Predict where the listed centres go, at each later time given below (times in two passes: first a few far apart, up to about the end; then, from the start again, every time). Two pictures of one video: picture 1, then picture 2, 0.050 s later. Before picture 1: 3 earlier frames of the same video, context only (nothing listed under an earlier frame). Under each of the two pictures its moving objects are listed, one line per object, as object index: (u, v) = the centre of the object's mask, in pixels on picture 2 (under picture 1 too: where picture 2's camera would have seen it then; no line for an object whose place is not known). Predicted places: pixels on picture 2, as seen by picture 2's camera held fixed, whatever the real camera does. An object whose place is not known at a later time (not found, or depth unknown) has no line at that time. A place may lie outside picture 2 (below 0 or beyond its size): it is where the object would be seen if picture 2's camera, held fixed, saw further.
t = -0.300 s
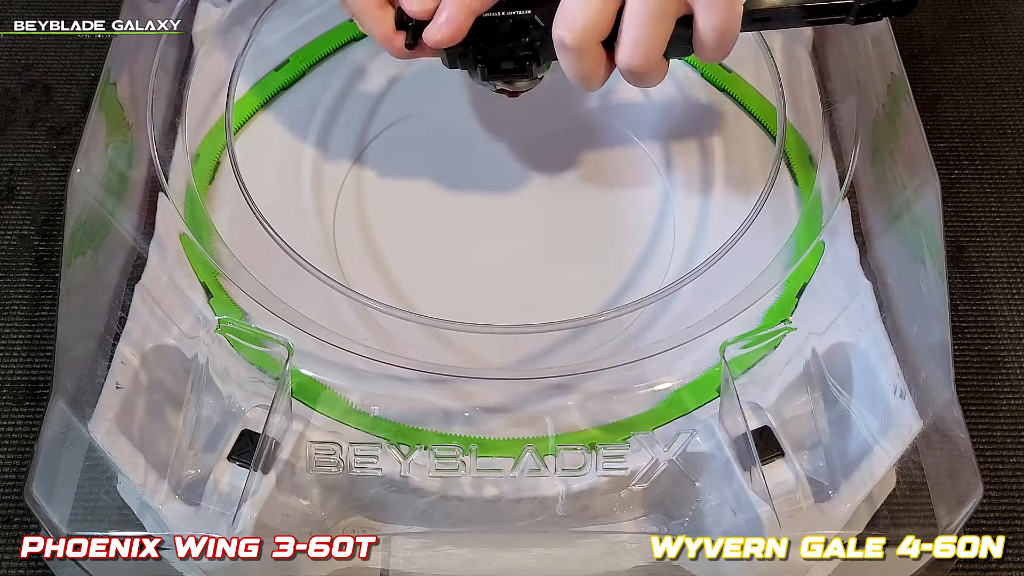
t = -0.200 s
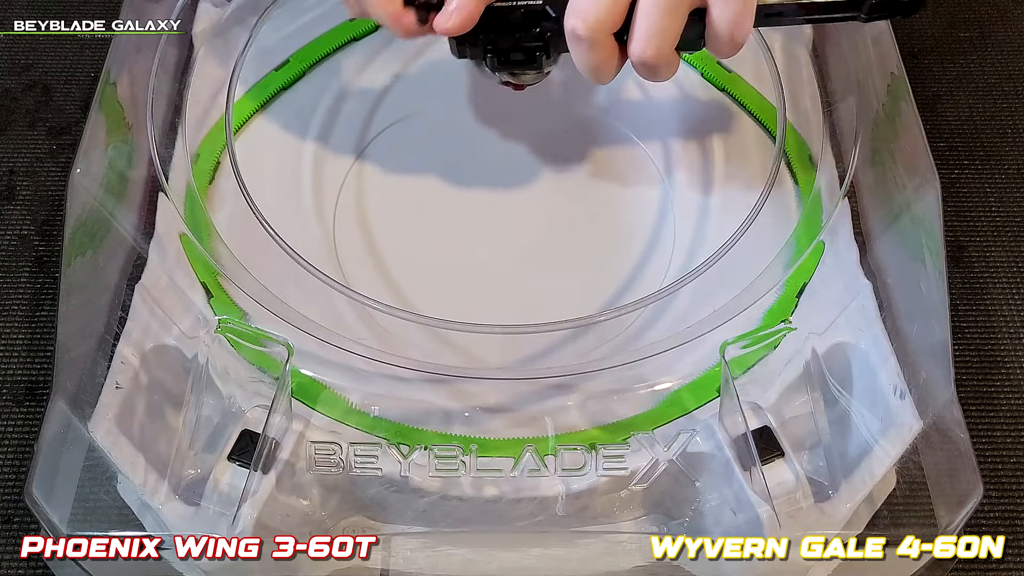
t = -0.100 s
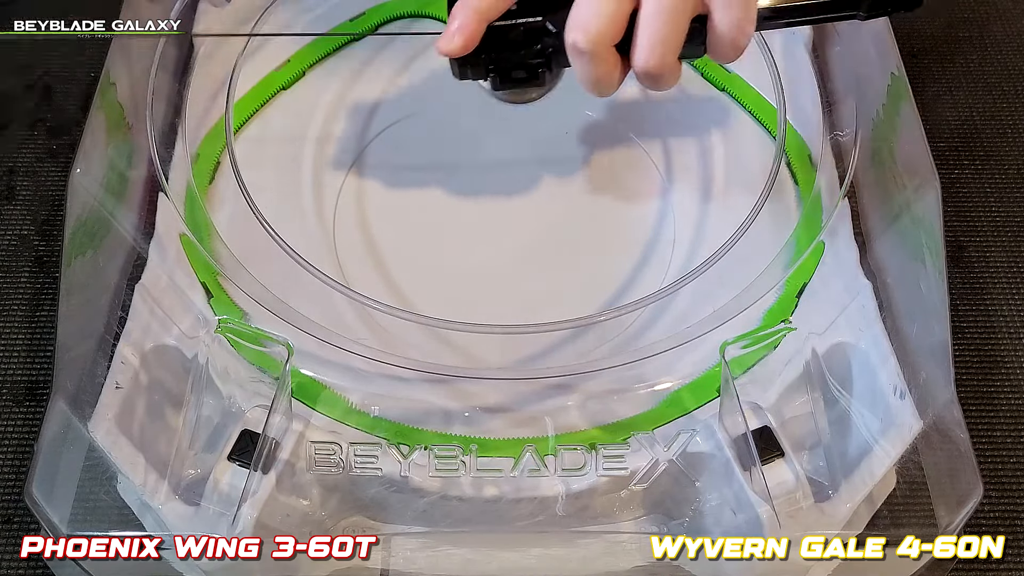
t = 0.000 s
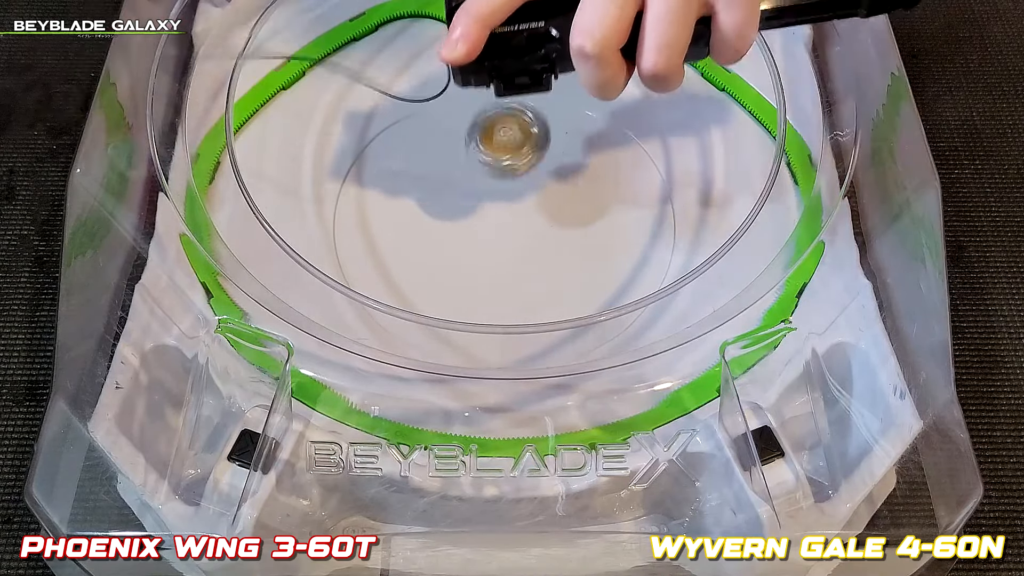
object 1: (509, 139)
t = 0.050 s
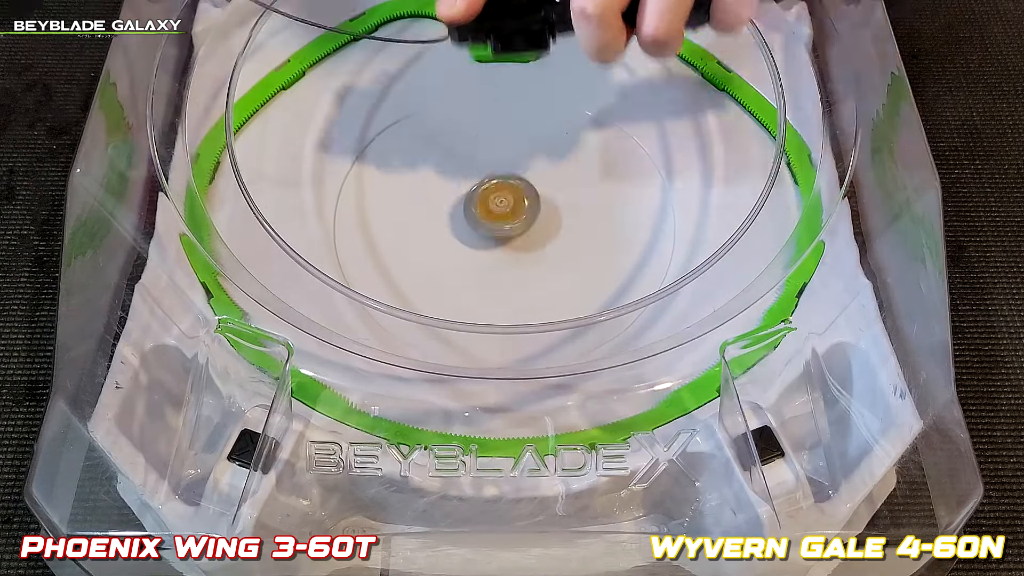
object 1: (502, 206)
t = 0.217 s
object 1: (463, 188)
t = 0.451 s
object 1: (481, 193)
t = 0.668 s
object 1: (515, 241)
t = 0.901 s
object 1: (538, 252)
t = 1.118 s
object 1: (536, 225)
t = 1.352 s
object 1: (493, 210)
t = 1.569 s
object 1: (469, 229)
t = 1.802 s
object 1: (489, 240)
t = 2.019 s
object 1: (509, 217)
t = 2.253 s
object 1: (494, 190)
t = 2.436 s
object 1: (473, 187)
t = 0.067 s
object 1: (498, 195)
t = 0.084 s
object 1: (493, 183)
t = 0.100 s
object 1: (489, 175)
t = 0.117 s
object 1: (485, 169)
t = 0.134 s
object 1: (481, 166)
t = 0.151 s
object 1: (476, 166)
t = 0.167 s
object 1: (473, 169)
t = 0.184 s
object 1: (469, 175)
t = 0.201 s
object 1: (466, 183)
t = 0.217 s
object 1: (463, 188)
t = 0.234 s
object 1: (461, 182)
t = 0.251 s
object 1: (460, 180)
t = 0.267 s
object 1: (458, 180)
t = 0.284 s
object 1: (457, 183)
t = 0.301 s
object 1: (457, 185)
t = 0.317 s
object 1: (459, 182)
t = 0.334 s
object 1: (460, 182)
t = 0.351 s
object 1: (463, 184)
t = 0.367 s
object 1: (465, 184)
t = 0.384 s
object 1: (469, 186)
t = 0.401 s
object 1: (472, 187)
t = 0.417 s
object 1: (475, 189)
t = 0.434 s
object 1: (478, 191)
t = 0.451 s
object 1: (481, 193)
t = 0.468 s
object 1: (485, 196)
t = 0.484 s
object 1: (488, 199)
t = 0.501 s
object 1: (491, 203)
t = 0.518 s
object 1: (494, 206)
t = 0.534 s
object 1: (497, 210)
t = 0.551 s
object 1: (500, 214)
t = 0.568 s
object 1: (503, 218)
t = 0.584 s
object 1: (505, 223)
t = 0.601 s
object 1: (507, 227)
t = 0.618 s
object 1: (510, 231)
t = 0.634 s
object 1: (512, 234)
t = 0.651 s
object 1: (514, 238)
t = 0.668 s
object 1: (515, 241)
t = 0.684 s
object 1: (517, 244)
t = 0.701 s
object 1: (519, 246)
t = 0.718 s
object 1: (521, 248)
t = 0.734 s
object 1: (522, 250)
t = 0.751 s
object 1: (524, 252)
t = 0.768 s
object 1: (526, 253)
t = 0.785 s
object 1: (528, 254)
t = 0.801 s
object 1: (529, 254)
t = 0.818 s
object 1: (531, 255)
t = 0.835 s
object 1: (533, 255)
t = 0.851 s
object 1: (534, 254)
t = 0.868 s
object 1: (536, 254)
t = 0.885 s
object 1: (537, 253)
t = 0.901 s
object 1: (538, 252)
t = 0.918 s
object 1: (539, 251)
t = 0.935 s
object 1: (540, 249)
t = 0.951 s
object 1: (541, 248)
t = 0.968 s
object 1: (542, 246)
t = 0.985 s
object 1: (542, 244)
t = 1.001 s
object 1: (542, 242)
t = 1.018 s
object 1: (542, 239)
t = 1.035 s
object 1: (542, 237)
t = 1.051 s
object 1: (541, 235)
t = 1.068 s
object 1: (540, 232)
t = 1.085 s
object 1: (539, 230)
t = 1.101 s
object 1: (538, 228)
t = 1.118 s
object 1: (536, 225)
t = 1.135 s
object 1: (534, 223)
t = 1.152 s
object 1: (531, 221)
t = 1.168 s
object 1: (529, 218)
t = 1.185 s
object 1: (526, 216)
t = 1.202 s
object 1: (523, 215)
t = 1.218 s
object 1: (520, 213)
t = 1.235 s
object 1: (517, 212)
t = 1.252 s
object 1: (513, 211)
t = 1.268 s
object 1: (510, 210)
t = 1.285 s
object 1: (507, 209)
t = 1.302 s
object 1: (503, 209)
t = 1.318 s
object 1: (500, 209)
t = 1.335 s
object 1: (496, 210)
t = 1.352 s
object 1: (493, 210)
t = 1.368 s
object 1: (490, 211)
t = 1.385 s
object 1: (486, 212)
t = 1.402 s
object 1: (484, 213)
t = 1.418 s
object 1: (481, 214)
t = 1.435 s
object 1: (478, 216)
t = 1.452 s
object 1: (476, 217)
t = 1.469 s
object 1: (475, 219)
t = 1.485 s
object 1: (473, 220)
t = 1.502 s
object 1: (472, 222)
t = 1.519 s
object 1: (471, 224)
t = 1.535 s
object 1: (470, 226)
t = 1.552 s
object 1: (469, 227)
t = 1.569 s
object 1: (469, 229)
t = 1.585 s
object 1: (469, 231)
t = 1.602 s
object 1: (469, 232)
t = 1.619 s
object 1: (470, 234)
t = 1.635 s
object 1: (470, 235)
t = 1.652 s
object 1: (471, 237)
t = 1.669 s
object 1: (472, 238)
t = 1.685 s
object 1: (475, 240)
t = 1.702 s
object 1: (476, 240)
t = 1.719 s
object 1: (478, 241)
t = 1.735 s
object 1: (480, 241)
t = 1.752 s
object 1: (482, 241)
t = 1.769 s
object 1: (484, 241)
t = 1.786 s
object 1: (486, 241)
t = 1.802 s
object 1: (489, 240)
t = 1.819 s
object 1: (491, 239)
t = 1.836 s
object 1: (493, 238)
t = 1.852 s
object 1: (495, 237)
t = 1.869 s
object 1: (497, 236)
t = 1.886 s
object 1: (499, 234)
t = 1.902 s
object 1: (501, 232)
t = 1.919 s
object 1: (503, 230)
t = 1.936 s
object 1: (504, 229)
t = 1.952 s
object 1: (506, 227)
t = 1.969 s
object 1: (507, 224)
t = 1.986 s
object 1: (508, 222)
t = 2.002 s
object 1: (509, 219)
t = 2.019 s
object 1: (509, 217)
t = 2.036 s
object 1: (510, 214)
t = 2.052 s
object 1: (510, 212)
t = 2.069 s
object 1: (509, 210)
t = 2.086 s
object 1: (509, 208)
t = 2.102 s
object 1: (508, 206)
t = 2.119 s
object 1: (507, 204)
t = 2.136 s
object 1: (506, 201)
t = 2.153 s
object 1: (505, 199)
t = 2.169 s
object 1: (503, 198)
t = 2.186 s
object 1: (502, 196)
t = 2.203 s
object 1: (500, 195)
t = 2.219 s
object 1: (498, 193)
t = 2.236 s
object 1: (496, 192)
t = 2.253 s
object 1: (494, 190)
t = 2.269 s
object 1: (492, 189)
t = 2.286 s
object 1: (490, 188)
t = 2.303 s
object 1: (488, 187)
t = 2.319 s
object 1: (485, 186)
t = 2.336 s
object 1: (483, 186)
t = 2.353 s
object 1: (481, 185)
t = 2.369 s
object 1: (479, 185)
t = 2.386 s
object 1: (477, 185)
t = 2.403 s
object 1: (476, 186)
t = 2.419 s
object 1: (474, 186)
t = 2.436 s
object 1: (473, 187)
